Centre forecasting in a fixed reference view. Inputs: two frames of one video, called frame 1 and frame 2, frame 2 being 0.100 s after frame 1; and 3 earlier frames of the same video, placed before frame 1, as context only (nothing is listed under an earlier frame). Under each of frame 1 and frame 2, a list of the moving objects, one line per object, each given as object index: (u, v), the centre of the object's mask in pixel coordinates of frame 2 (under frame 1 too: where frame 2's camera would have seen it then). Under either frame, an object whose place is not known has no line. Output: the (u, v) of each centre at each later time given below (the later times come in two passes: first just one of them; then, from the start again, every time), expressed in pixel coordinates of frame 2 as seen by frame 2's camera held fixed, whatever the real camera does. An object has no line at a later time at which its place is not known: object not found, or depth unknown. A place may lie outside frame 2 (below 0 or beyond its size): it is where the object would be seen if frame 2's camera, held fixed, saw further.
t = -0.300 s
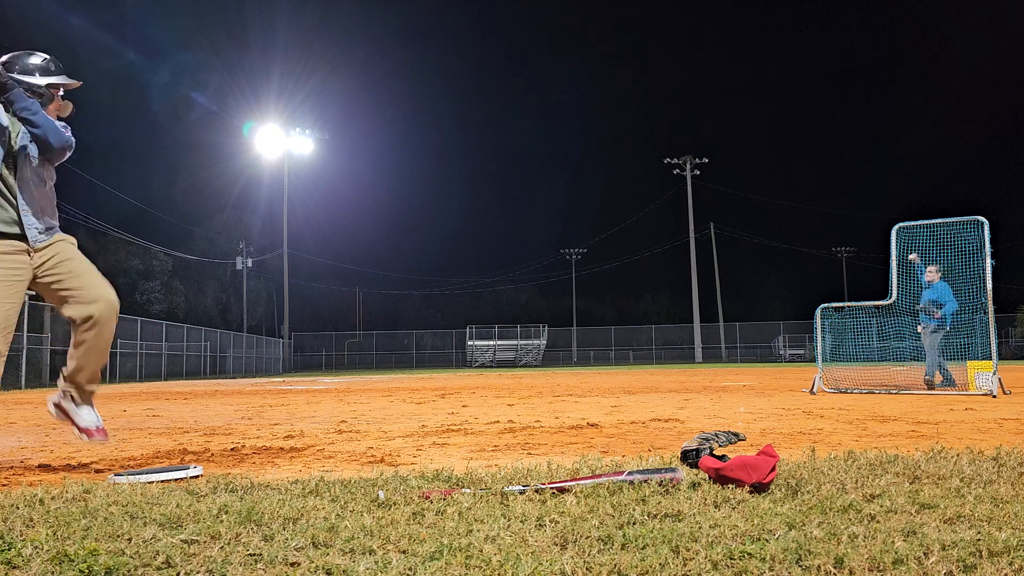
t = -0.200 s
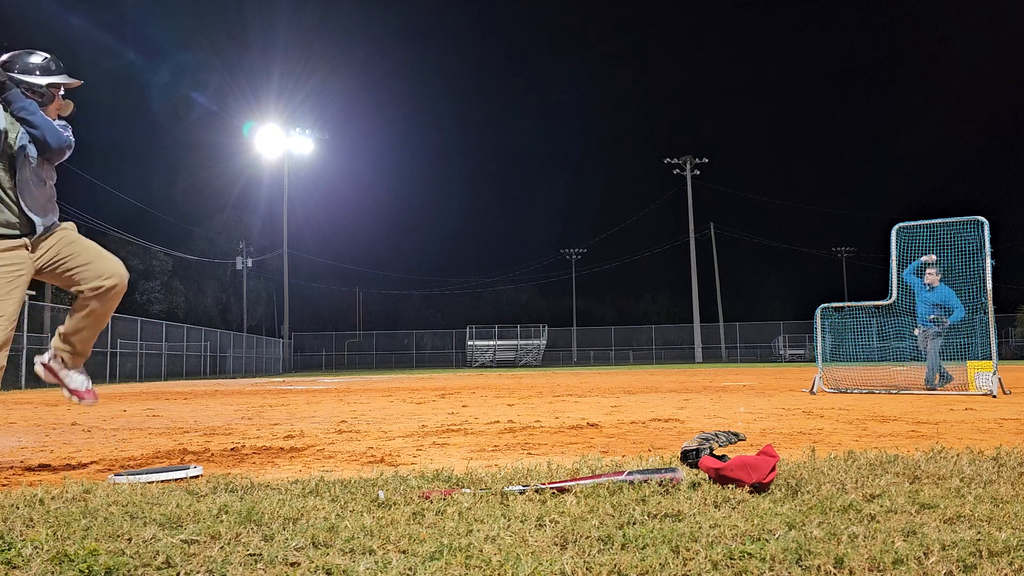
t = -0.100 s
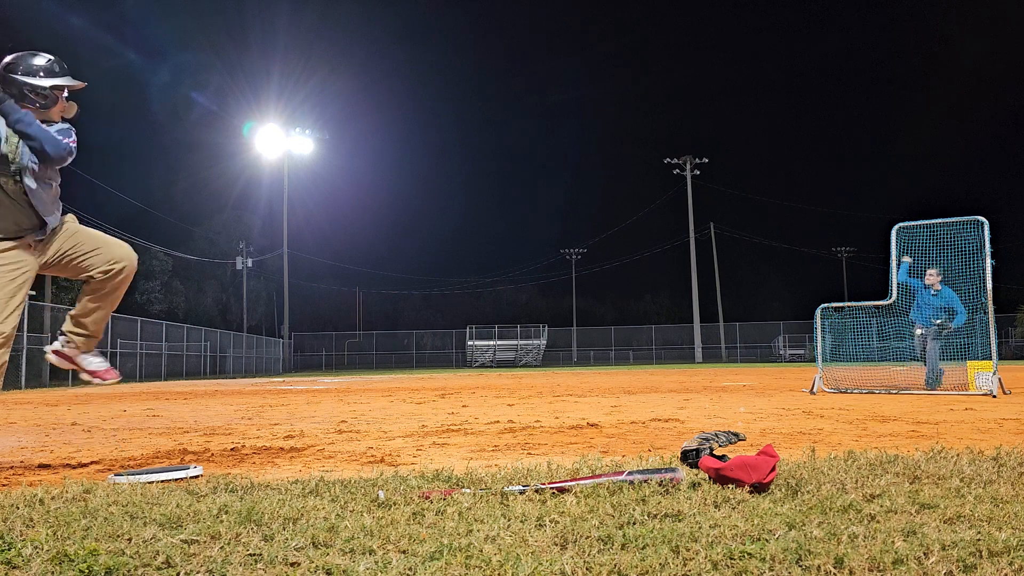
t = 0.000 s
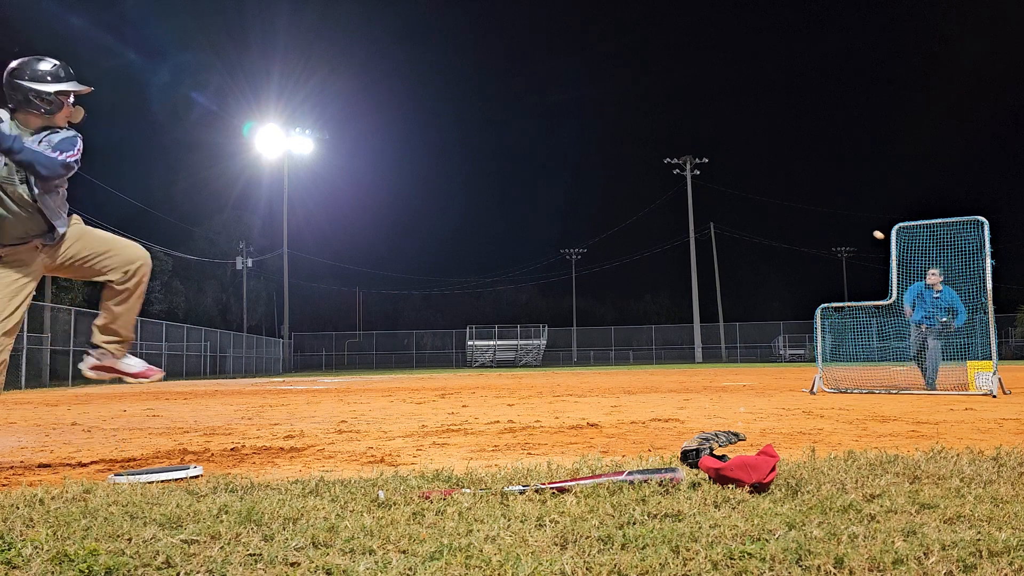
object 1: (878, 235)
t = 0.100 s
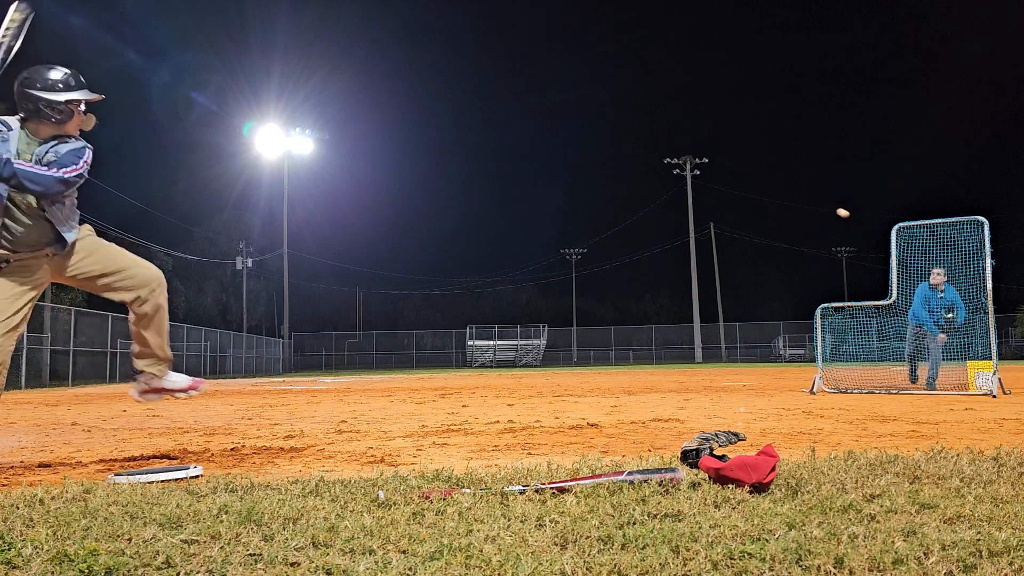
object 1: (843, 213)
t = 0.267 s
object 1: (761, 185)
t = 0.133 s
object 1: (829, 206)
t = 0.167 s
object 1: (814, 200)
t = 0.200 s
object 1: (798, 194)
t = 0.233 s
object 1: (781, 190)
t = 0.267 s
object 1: (761, 185)
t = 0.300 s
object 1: (740, 182)
